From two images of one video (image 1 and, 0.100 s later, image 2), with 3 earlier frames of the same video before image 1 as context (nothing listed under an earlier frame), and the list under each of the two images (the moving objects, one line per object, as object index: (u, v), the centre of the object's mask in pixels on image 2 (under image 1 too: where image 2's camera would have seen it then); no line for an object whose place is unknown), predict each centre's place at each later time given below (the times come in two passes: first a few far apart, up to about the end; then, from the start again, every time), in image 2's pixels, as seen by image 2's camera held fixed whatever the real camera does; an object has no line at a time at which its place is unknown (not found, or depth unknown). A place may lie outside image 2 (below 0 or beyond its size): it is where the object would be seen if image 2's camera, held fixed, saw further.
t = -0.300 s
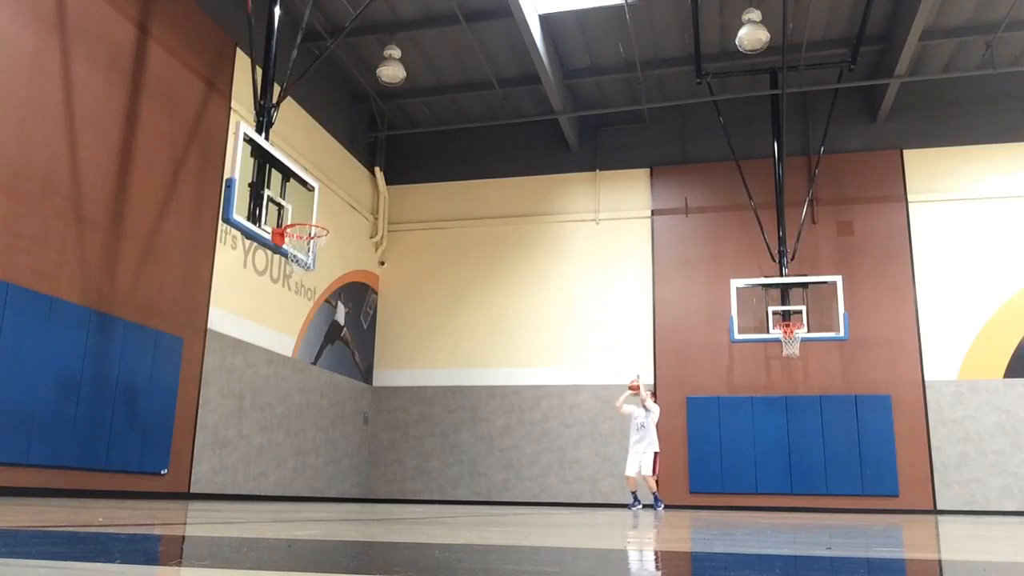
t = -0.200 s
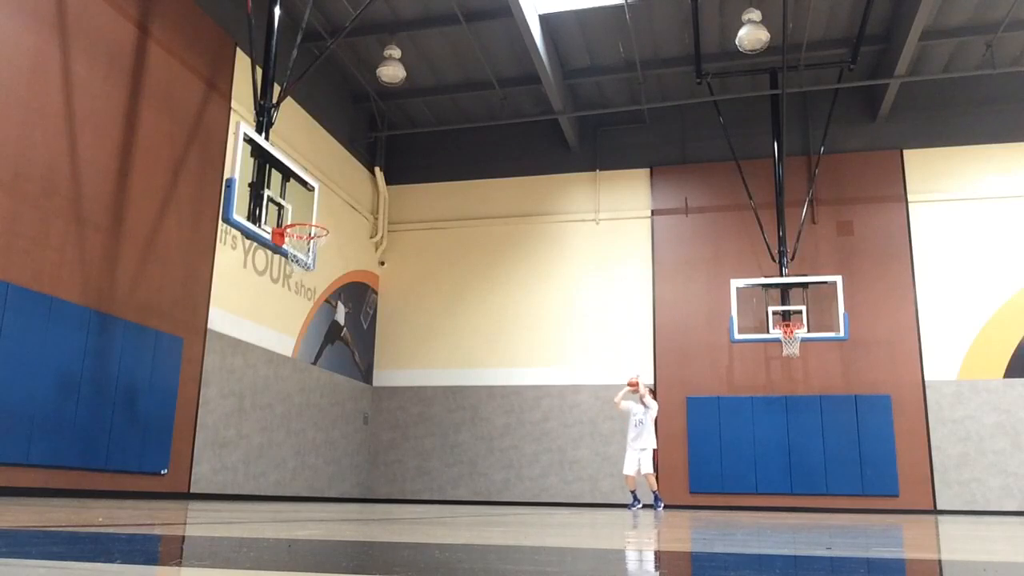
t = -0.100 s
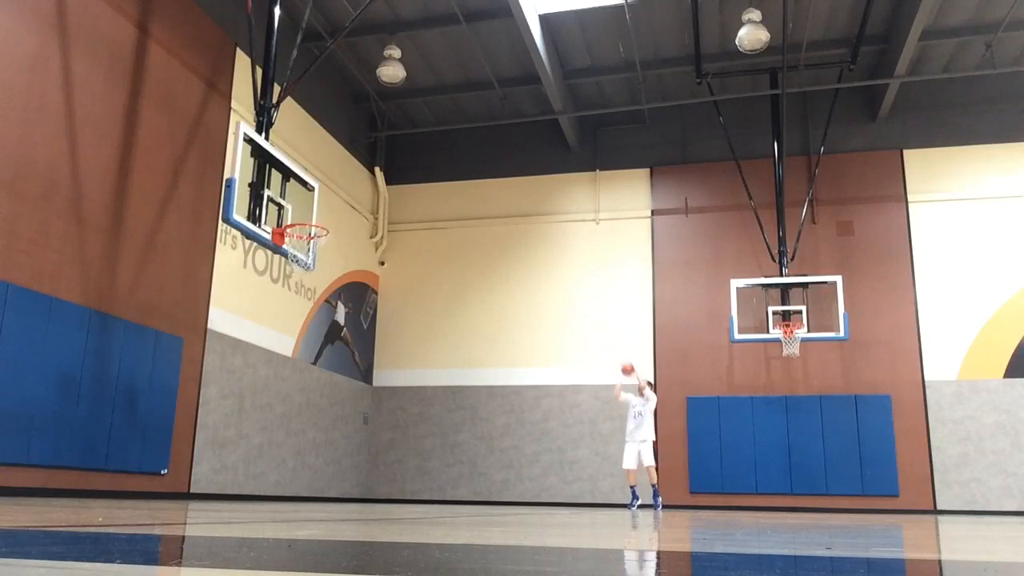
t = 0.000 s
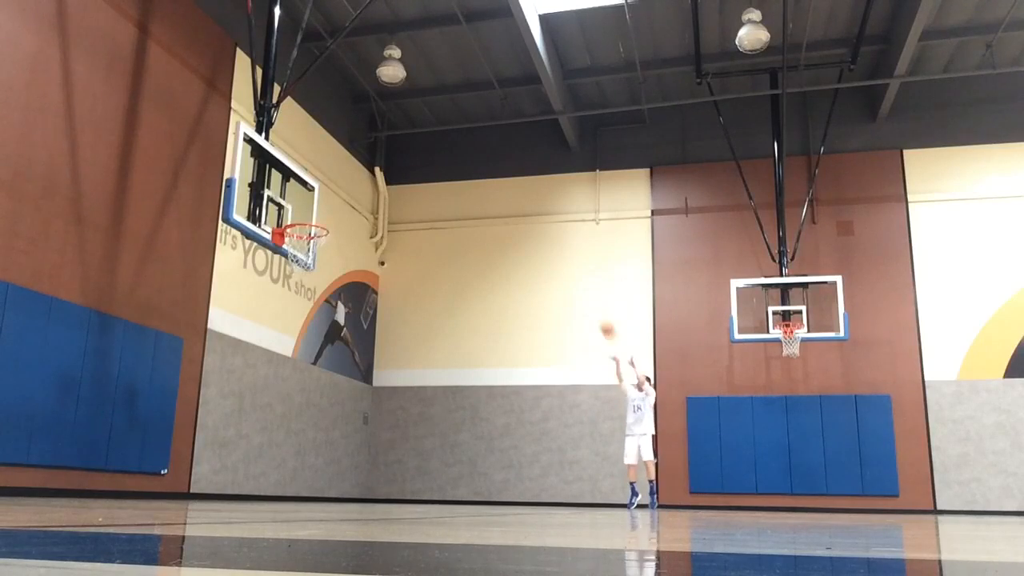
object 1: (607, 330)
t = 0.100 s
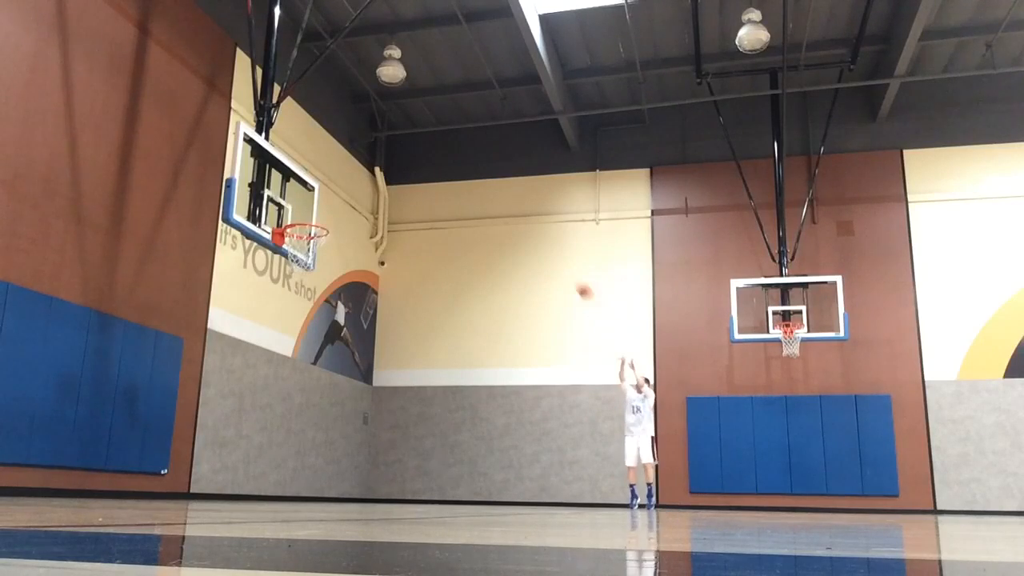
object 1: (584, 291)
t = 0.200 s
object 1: (560, 256)
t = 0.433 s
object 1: (501, 199)
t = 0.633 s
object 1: (444, 176)
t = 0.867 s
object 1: (368, 187)
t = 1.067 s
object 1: (299, 230)
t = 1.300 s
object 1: (328, 250)
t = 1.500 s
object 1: (324, 256)
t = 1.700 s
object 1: (309, 296)
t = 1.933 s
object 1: (289, 394)
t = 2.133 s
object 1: (269, 466)
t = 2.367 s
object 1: (263, 378)
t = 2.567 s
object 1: (253, 344)
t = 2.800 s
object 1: (237, 351)
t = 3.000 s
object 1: (218, 403)
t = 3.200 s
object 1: (197, 481)
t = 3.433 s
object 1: (187, 410)
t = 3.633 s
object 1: (173, 394)
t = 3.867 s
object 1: (150, 431)
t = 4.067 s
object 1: (129, 469)
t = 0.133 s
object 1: (576, 280)
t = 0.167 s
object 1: (568, 268)
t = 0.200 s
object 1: (560, 256)
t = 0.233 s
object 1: (552, 246)
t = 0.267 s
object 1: (544, 236)
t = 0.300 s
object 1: (536, 228)
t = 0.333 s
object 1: (527, 220)
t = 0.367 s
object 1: (519, 211)
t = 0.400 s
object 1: (509, 204)
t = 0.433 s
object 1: (501, 199)
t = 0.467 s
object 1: (493, 193)
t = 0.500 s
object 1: (483, 189)
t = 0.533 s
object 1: (474, 185)
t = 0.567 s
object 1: (463, 181)
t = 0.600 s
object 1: (455, 178)
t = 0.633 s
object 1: (444, 176)
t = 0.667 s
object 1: (434, 176)
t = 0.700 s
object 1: (425, 176)
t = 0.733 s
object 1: (414, 176)
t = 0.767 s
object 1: (403, 176)
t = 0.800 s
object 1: (393, 178)
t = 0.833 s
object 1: (381, 182)
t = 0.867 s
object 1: (368, 187)
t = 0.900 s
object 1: (357, 192)
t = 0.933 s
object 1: (345, 198)
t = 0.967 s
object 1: (332, 205)
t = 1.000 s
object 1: (320, 212)
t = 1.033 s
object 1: (303, 222)
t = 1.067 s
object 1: (299, 230)
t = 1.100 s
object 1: (299, 236)
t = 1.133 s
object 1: (304, 238)
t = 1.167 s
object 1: (313, 246)
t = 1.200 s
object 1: (318, 249)
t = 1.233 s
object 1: (324, 251)
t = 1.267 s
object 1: (326, 251)
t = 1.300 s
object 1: (328, 250)
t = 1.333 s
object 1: (329, 250)
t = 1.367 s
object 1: (329, 251)
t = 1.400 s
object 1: (328, 251)
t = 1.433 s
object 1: (328, 253)
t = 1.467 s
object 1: (326, 255)
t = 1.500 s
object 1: (324, 256)
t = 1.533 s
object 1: (322, 259)
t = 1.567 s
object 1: (320, 264)
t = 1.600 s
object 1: (318, 270)
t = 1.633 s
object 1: (315, 277)
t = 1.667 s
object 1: (312, 286)
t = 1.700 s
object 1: (309, 296)
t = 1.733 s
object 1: (307, 306)
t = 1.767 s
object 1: (305, 318)
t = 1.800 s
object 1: (302, 330)
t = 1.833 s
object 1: (299, 344)
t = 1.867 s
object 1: (296, 359)
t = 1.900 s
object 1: (292, 374)
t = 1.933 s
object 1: (289, 394)
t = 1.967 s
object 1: (285, 413)
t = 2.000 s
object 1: (281, 433)
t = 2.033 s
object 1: (277, 455)
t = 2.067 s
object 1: (273, 480)
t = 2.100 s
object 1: (271, 484)
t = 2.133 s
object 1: (269, 466)
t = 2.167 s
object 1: (269, 451)
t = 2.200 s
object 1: (269, 436)
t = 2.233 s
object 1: (268, 422)
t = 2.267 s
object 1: (267, 409)
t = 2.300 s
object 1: (266, 398)
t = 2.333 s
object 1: (264, 386)
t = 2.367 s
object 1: (263, 378)
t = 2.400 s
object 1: (262, 369)
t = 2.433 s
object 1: (260, 361)
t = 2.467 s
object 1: (258, 356)
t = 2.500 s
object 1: (256, 351)
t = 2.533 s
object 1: (255, 347)
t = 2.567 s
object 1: (253, 344)
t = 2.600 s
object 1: (251, 341)
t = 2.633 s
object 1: (249, 341)
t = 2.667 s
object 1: (247, 341)
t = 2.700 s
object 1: (245, 342)
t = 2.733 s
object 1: (243, 344)
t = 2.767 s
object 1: (240, 347)
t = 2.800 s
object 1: (237, 351)
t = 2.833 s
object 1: (234, 357)
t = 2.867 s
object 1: (231, 363)
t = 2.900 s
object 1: (228, 371)
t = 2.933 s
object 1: (225, 380)
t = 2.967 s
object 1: (221, 391)
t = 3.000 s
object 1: (218, 403)
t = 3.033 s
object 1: (214, 417)
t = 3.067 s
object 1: (210, 431)
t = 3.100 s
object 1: (207, 448)
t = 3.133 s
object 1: (204, 465)
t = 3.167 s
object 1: (199, 482)
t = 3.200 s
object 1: (197, 481)
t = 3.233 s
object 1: (195, 466)
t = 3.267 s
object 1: (194, 453)
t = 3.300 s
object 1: (193, 443)
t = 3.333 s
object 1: (191, 432)
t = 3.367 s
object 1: (190, 424)
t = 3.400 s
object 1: (189, 416)
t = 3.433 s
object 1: (187, 410)
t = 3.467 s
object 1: (185, 404)
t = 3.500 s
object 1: (182, 400)
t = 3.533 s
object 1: (180, 396)
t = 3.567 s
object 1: (178, 394)
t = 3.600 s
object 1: (175, 394)
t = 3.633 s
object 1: (173, 394)
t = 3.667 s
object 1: (170, 395)
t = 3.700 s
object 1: (167, 398)
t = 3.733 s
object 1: (164, 402)
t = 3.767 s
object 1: (160, 407)
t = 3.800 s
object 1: (157, 414)
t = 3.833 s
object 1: (153, 422)
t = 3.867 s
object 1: (150, 431)
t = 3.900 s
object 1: (146, 442)
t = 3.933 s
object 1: (141, 454)
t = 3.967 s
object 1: (137, 467)
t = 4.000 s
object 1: (133, 481)
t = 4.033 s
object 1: (130, 480)
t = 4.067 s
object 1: (129, 469)
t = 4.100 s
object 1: (126, 458)
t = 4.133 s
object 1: (124, 449)
